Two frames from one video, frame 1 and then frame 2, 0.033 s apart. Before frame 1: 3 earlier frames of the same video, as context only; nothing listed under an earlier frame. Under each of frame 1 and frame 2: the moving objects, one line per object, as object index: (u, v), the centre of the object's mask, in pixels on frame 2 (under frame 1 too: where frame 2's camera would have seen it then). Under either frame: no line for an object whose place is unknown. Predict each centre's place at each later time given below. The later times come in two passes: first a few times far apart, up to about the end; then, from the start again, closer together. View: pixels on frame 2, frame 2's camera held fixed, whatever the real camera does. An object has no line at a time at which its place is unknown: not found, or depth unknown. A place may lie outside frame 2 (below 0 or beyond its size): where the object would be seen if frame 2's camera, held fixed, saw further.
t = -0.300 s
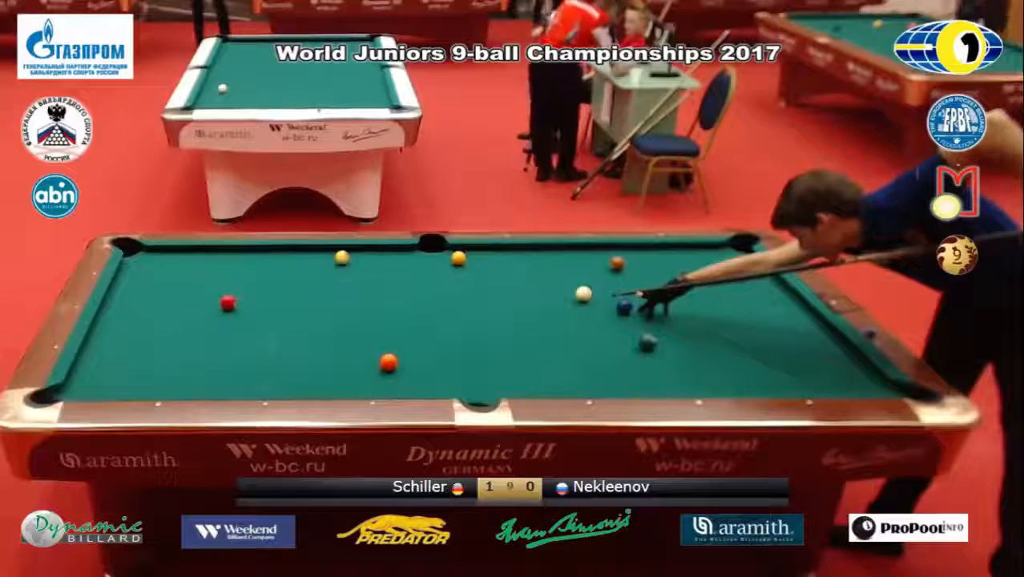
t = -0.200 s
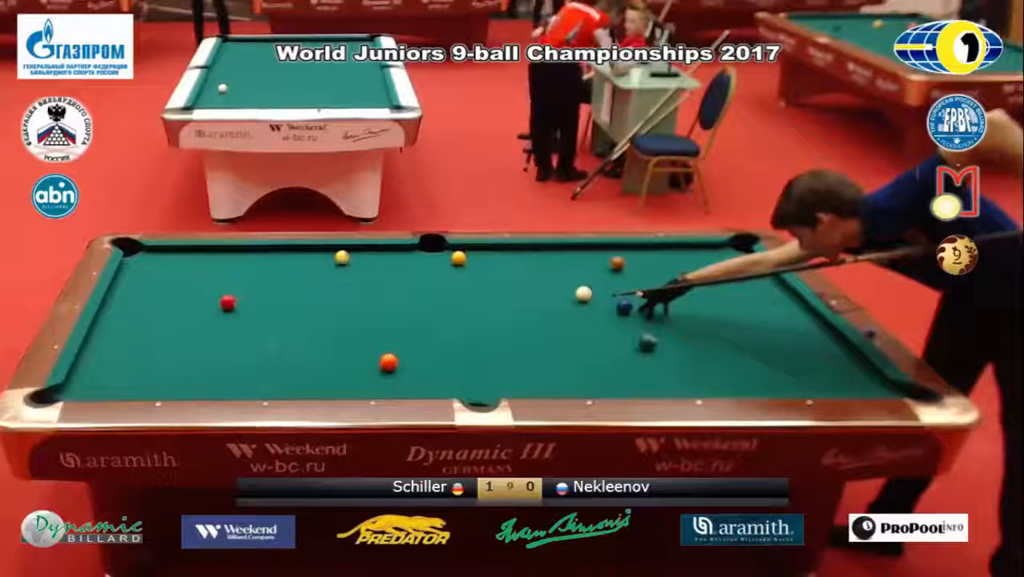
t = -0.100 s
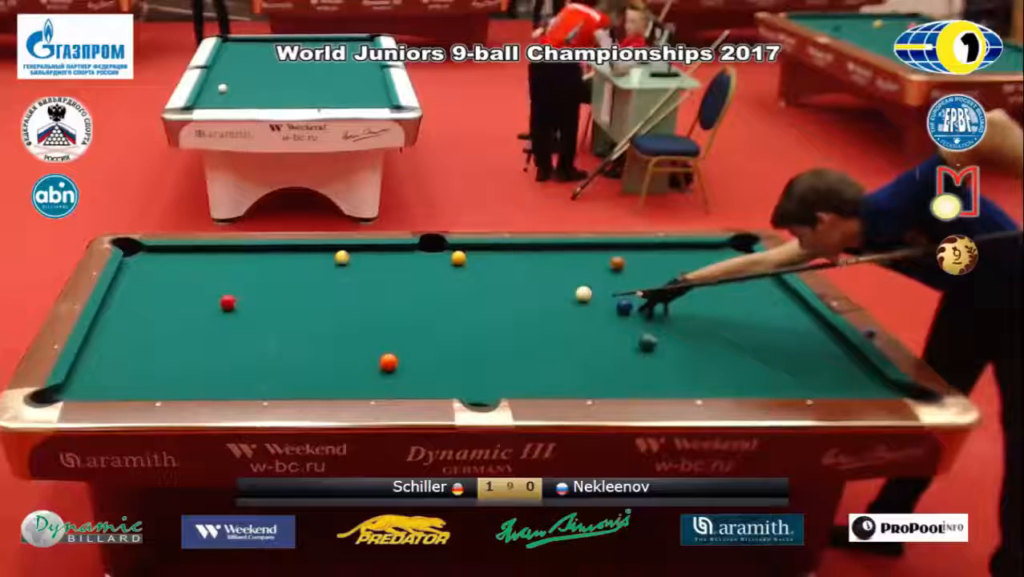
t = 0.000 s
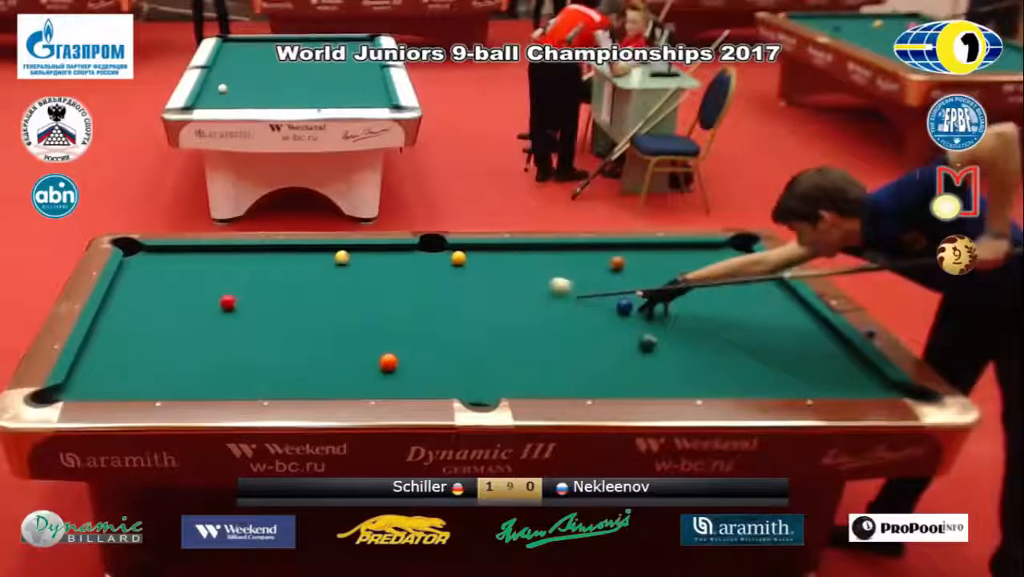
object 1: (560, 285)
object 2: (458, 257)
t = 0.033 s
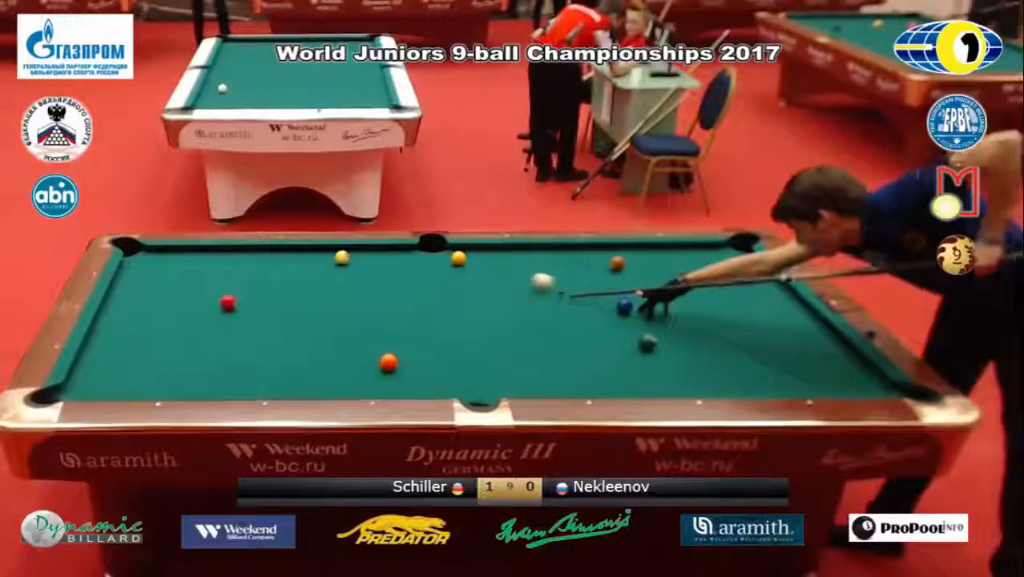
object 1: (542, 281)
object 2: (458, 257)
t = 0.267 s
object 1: (459, 264)
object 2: (437, 247)
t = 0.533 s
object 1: (443, 271)
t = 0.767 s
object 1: (430, 276)
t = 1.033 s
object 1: (416, 282)
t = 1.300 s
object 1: (402, 288)
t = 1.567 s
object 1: (389, 293)
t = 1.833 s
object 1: (377, 298)
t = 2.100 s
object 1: (366, 302)
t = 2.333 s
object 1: (356, 306)
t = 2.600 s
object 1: (346, 311)
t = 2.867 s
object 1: (337, 315)
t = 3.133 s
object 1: (329, 317)
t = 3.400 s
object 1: (322, 321)
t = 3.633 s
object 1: (317, 322)
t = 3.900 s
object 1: (312, 324)
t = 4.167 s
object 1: (308, 326)
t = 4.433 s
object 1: (305, 326)
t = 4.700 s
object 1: (304, 327)
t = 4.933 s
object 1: (303, 327)
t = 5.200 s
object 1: (303, 327)
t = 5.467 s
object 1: (303, 327)
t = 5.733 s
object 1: (303, 327)
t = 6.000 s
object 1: (303, 327)
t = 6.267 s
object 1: (303, 327)
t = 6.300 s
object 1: (303, 327)
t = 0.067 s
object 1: (524, 277)
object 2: (458, 257)
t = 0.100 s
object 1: (507, 273)
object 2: (458, 257)
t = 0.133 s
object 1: (492, 269)
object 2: (458, 257)
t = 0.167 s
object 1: (476, 265)
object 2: (457, 257)
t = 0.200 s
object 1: (466, 263)
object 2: (455, 256)
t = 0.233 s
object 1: (462, 264)
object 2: (446, 251)
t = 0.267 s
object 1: (459, 264)
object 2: (437, 247)
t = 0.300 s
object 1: (457, 266)
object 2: (429, 244)
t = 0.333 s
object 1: (455, 266)
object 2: (429, 244)
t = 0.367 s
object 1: (453, 267)
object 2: (432, 247)
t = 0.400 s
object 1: (451, 268)
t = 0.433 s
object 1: (449, 269)
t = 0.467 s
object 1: (447, 269)
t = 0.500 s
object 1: (445, 270)
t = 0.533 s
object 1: (443, 271)
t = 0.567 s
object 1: (441, 272)
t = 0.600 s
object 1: (440, 272)
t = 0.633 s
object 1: (438, 273)
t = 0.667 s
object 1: (436, 274)
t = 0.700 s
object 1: (434, 275)
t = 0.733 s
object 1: (432, 276)
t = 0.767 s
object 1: (430, 276)
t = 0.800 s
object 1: (428, 277)
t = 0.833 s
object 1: (427, 278)
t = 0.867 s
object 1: (425, 278)
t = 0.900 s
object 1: (423, 279)
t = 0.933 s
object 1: (421, 280)
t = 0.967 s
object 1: (419, 281)
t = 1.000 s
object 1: (418, 281)
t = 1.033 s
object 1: (416, 282)
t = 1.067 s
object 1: (414, 283)
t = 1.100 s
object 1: (413, 284)
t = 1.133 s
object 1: (411, 284)
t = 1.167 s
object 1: (409, 285)
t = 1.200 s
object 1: (407, 286)
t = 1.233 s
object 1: (405, 286)
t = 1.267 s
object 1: (404, 287)
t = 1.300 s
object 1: (402, 288)
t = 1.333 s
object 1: (400, 288)
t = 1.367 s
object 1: (399, 289)
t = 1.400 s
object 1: (397, 290)
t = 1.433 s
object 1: (395, 290)
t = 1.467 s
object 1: (394, 291)
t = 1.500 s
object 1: (392, 292)
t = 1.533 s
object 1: (390, 292)
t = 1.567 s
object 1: (389, 293)
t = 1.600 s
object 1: (388, 294)
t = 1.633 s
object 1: (386, 294)
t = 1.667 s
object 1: (384, 295)
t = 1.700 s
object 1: (383, 296)
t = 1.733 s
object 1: (381, 296)
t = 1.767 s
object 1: (380, 297)
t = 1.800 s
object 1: (378, 297)
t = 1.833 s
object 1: (377, 298)
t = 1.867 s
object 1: (375, 299)
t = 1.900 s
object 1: (374, 299)
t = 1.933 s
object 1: (373, 300)
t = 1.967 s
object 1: (371, 300)
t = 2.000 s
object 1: (370, 301)
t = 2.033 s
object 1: (368, 301)
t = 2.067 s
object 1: (367, 302)
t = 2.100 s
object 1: (366, 302)
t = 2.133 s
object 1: (364, 303)
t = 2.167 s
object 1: (363, 303)
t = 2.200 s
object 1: (361, 304)
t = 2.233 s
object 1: (360, 304)
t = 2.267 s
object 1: (358, 305)
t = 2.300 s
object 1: (358, 306)
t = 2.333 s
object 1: (356, 306)
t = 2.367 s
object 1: (355, 306)
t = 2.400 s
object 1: (353, 307)
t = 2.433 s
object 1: (352, 308)
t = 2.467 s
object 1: (351, 309)
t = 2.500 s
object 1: (350, 309)
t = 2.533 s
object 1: (348, 310)
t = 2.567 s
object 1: (347, 310)
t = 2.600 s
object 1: (346, 311)
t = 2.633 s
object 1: (345, 311)
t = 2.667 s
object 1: (343, 312)
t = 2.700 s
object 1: (342, 312)
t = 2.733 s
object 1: (342, 312)
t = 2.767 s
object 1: (341, 313)
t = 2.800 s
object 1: (340, 313)
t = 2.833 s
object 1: (338, 314)
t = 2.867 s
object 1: (337, 315)
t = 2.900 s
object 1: (336, 315)
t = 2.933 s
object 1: (335, 315)
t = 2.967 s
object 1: (334, 316)
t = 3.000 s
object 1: (333, 316)
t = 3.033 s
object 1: (332, 316)
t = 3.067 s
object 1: (331, 317)
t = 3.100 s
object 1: (330, 317)
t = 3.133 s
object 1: (329, 317)
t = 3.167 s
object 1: (328, 318)
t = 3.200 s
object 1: (327, 318)
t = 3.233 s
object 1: (326, 319)
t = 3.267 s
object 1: (326, 319)
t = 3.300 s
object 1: (325, 319)
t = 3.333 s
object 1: (324, 320)
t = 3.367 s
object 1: (323, 320)
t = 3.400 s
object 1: (322, 321)
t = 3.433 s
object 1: (321, 321)
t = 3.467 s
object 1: (321, 321)
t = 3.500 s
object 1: (320, 321)
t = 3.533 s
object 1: (319, 322)
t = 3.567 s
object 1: (318, 322)
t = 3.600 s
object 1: (318, 322)
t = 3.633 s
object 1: (317, 322)
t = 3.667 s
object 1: (316, 323)
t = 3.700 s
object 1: (316, 323)
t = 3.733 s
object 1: (315, 323)
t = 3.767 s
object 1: (314, 323)
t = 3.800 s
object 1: (314, 323)
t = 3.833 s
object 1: (313, 324)
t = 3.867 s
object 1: (313, 324)
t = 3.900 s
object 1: (312, 324)
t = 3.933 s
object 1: (312, 325)
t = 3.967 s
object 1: (311, 325)
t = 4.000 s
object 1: (311, 325)
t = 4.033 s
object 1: (310, 325)
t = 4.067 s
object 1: (310, 325)
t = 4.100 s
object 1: (309, 325)
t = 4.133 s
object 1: (308, 326)
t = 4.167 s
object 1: (308, 326)
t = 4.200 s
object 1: (308, 326)
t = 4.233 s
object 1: (308, 326)
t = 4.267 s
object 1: (307, 326)
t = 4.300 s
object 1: (307, 326)
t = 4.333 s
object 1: (307, 326)
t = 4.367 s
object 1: (306, 326)
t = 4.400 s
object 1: (306, 326)
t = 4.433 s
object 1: (305, 326)
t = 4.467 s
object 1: (305, 327)
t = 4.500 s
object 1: (305, 327)
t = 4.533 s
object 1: (304, 327)
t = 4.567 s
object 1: (305, 327)
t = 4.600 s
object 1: (304, 327)
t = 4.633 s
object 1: (304, 327)
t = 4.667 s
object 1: (304, 327)
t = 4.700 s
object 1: (304, 327)
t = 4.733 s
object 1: (304, 327)
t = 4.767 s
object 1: (303, 327)
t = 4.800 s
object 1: (303, 327)
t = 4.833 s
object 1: (303, 327)
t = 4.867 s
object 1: (303, 327)
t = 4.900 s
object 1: (303, 327)
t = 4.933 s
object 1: (303, 327)
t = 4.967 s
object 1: (303, 327)
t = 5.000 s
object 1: (303, 327)
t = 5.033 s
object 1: (303, 327)
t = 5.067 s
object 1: (303, 327)
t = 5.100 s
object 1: (303, 327)
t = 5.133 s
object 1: (303, 327)
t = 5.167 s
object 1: (303, 327)
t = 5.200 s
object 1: (303, 327)
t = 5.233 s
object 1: (303, 327)
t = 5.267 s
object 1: (303, 327)
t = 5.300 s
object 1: (303, 327)
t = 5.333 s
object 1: (303, 327)
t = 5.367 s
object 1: (303, 327)
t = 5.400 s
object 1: (303, 327)
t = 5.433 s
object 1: (303, 327)
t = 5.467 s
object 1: (303, 327)
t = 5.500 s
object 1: (304, 326)
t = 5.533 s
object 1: (303, 327)
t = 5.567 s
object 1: (303, 327)
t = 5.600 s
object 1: (303, 327)
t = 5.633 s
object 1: (303, 327)
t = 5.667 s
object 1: (303, 327)
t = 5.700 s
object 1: (303, 327)
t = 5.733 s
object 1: (303, 327)
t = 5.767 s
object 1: (303, 327)
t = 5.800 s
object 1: (303, 327)
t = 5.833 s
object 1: (303, 327)
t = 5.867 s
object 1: (303, 327)
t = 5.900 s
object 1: (303, 327)
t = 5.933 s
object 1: (303, 327)
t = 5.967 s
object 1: (303, 327)
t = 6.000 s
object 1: (303, 327)
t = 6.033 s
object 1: (303, 327)
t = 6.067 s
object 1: (303, 327)
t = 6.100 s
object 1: (303, 327)
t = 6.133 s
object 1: (303, 327)
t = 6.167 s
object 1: (303, 326)
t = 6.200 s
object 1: (303, 327)
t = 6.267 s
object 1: (303, 327)
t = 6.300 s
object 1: (303, 327)
